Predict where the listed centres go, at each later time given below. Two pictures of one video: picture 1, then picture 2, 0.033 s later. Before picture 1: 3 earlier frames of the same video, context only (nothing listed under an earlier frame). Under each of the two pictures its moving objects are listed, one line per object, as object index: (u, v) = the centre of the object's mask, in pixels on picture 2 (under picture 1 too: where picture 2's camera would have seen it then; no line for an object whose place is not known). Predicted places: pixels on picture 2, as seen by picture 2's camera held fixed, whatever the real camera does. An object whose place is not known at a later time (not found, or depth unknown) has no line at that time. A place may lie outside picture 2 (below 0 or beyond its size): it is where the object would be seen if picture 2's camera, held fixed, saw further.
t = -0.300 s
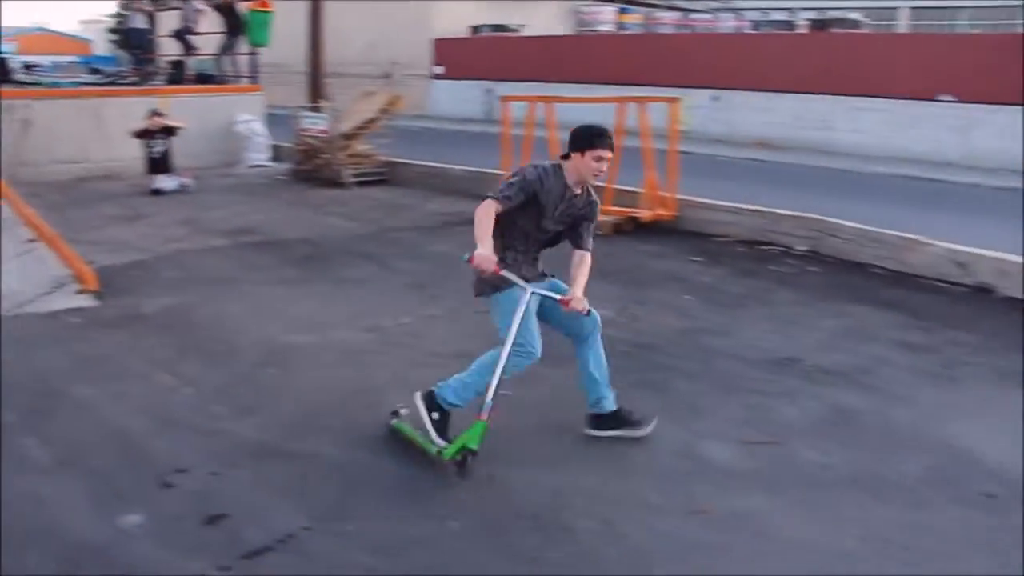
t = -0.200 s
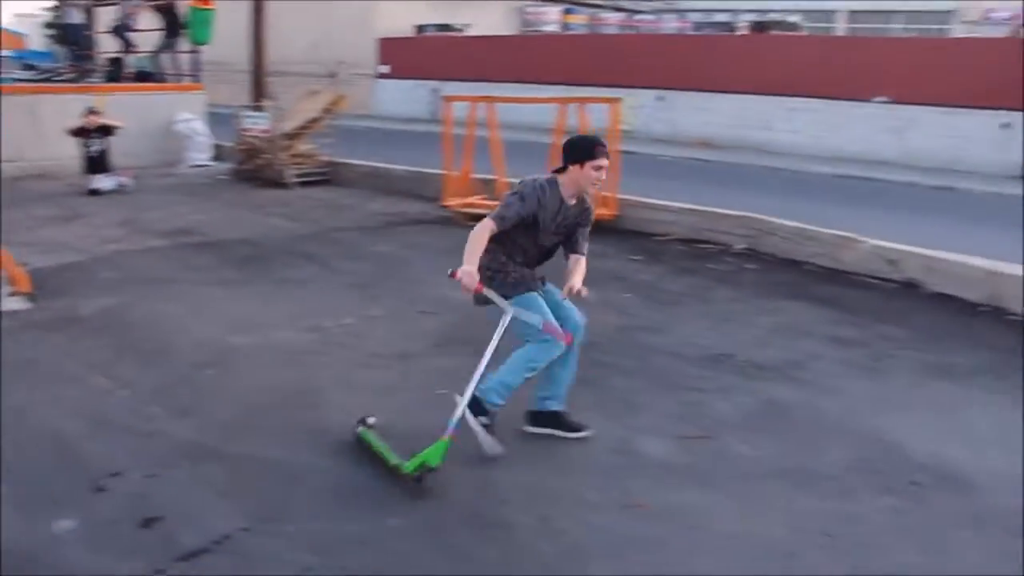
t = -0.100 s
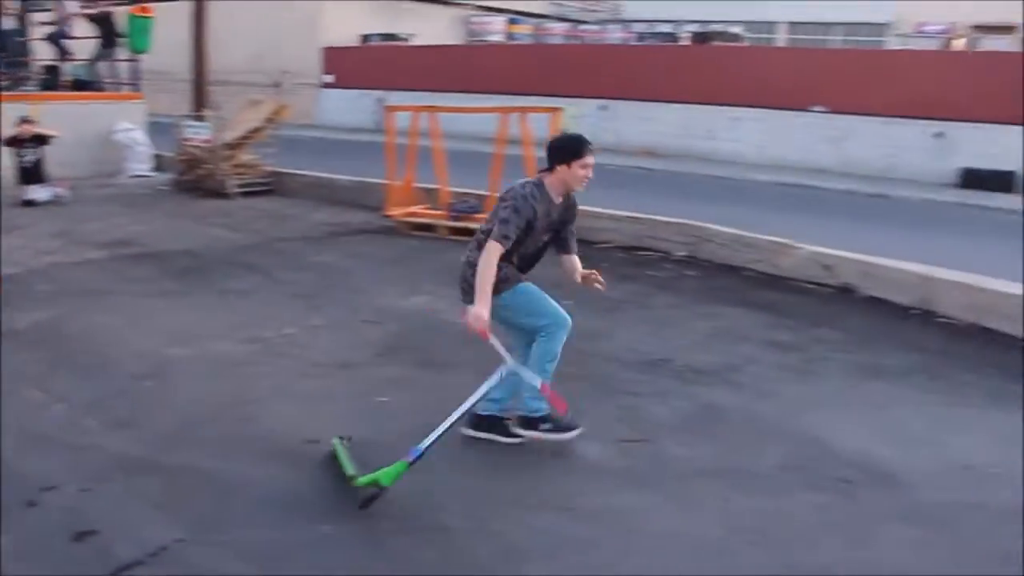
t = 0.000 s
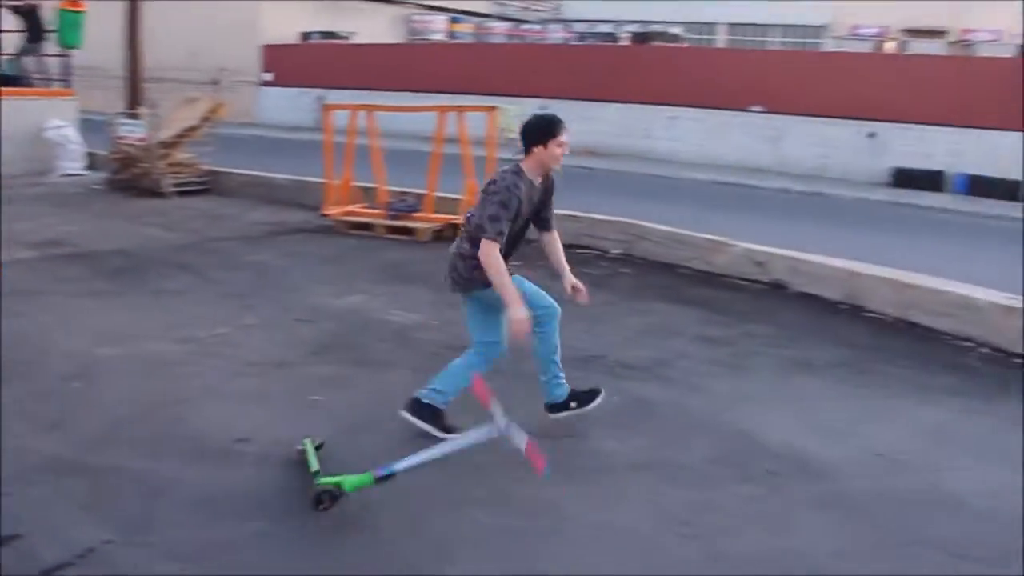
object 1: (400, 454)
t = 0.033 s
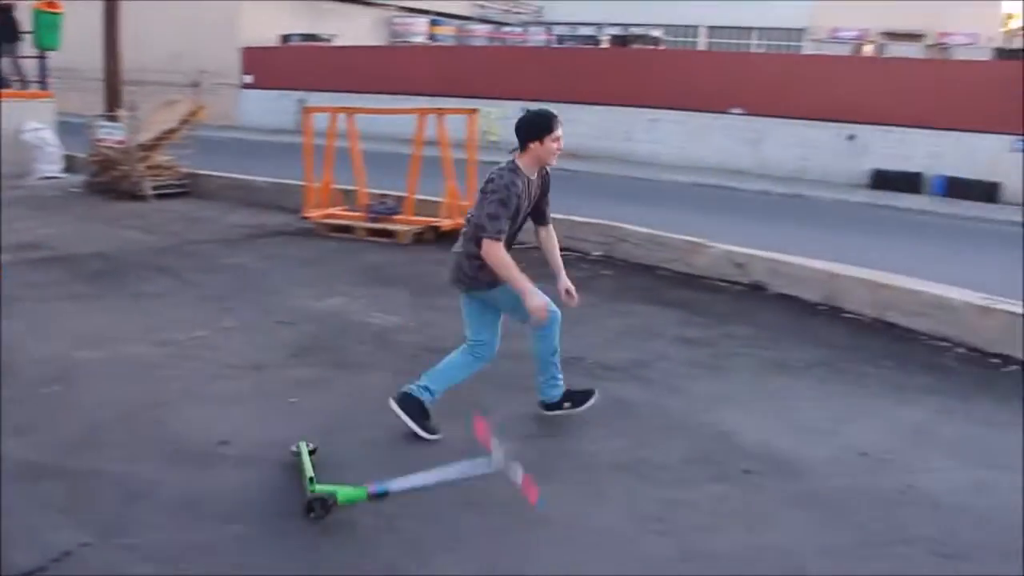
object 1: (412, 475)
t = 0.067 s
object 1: (414, 487)
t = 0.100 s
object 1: (410, 495)
